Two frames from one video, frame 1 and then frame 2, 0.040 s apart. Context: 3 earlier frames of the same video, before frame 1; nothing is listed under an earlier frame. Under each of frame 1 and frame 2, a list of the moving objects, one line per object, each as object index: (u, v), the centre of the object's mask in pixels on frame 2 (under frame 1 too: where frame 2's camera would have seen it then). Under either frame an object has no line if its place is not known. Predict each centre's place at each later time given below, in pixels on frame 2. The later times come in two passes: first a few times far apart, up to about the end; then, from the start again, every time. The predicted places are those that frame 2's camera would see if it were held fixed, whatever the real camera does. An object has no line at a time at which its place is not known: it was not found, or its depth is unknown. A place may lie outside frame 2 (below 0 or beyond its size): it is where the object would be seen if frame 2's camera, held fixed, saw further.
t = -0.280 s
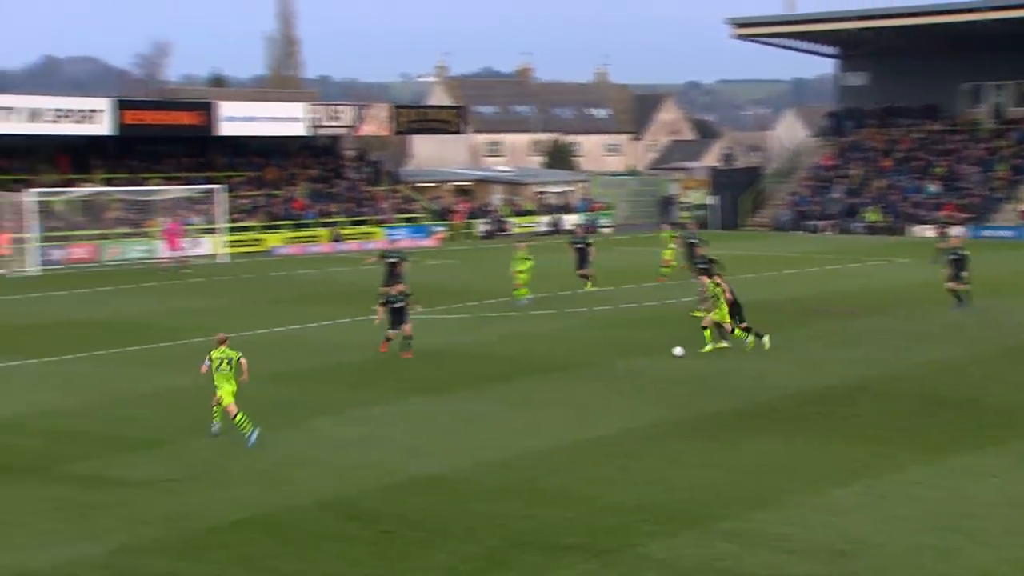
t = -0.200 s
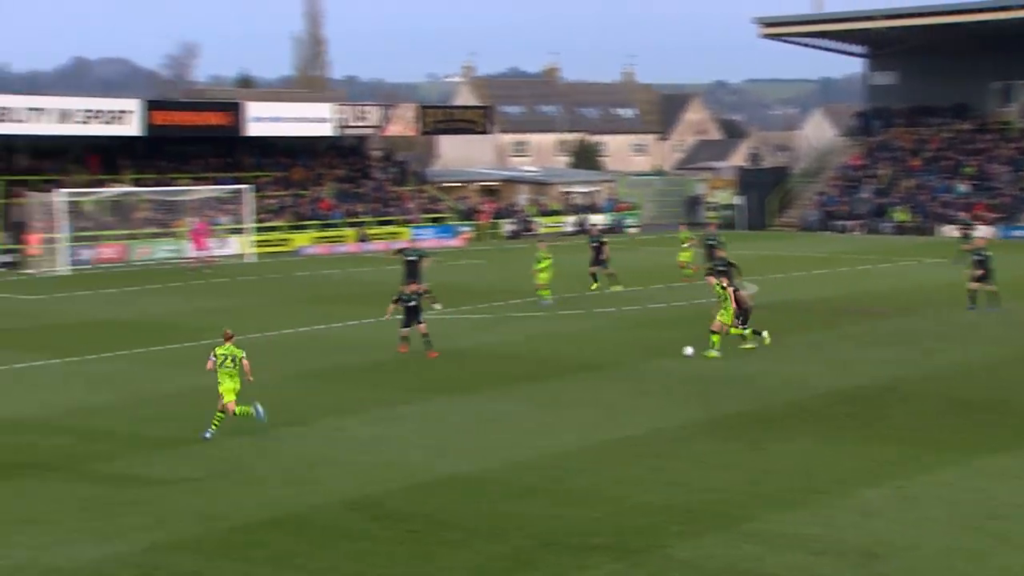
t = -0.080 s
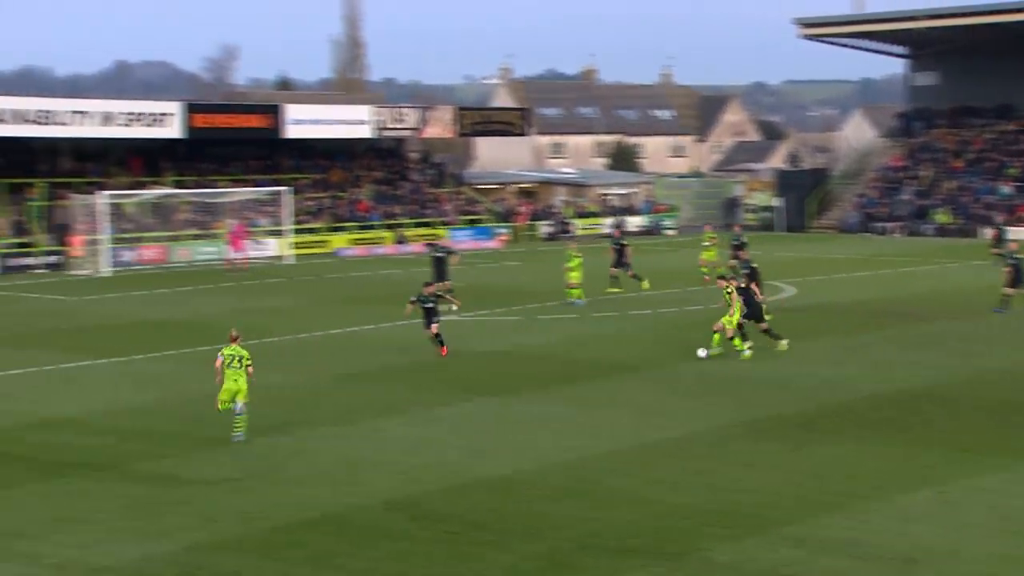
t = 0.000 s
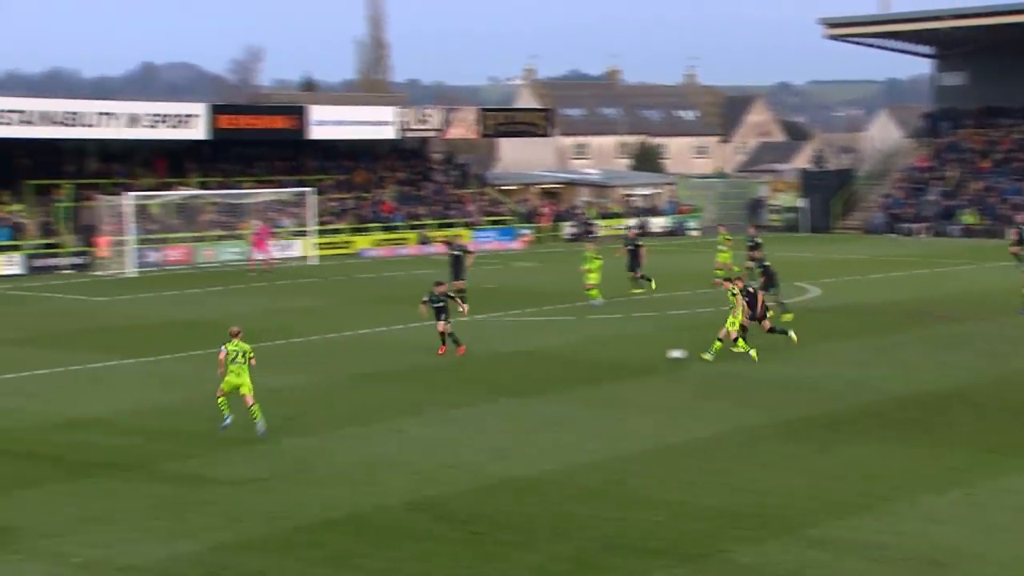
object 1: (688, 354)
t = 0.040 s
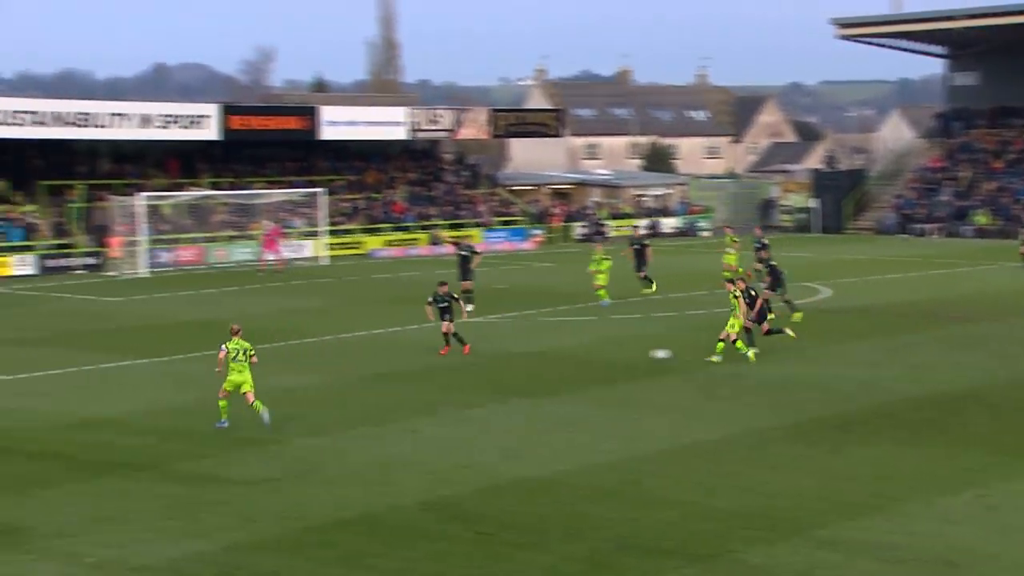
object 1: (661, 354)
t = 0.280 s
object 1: (503, 359)
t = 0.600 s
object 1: (320, 369)
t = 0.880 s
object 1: (188, 373)
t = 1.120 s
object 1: (91, 378)
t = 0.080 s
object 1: (632, 354)
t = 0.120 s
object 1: (605, 355)
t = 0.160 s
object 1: (578, 358)
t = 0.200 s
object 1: (552, 360)
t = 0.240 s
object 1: (528, 360)
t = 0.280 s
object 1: (503, 359)
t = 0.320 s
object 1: (479, 359)
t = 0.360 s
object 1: (454, 362)
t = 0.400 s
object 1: (430, 364)
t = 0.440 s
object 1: (407, 365)
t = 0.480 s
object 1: (385, 365)
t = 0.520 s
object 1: (363, 365)
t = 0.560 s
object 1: (342, 367)
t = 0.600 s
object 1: (320, 369)
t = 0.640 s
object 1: (300, 369)
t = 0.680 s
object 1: (280, 369)
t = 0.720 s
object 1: (261, 370)
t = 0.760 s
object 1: (241, 372)
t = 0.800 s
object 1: (223, 372)
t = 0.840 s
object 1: (206, 372)
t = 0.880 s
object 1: (188, 373)
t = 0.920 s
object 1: (170, 375)
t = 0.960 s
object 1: (153, 375)
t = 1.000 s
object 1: (138, 375)
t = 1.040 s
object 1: (122, 375)
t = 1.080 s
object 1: (106, 377)
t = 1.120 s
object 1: (91, 378)
